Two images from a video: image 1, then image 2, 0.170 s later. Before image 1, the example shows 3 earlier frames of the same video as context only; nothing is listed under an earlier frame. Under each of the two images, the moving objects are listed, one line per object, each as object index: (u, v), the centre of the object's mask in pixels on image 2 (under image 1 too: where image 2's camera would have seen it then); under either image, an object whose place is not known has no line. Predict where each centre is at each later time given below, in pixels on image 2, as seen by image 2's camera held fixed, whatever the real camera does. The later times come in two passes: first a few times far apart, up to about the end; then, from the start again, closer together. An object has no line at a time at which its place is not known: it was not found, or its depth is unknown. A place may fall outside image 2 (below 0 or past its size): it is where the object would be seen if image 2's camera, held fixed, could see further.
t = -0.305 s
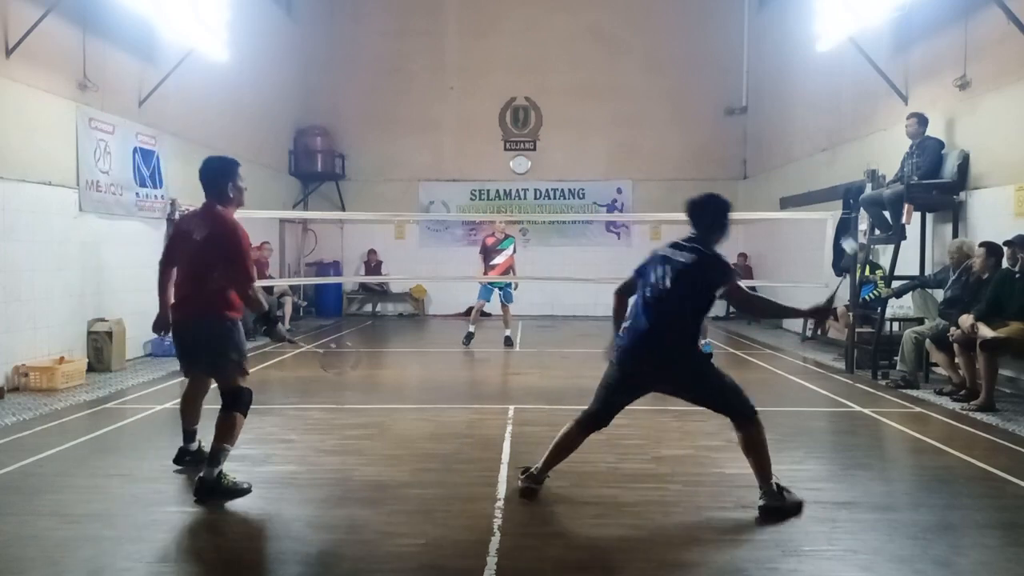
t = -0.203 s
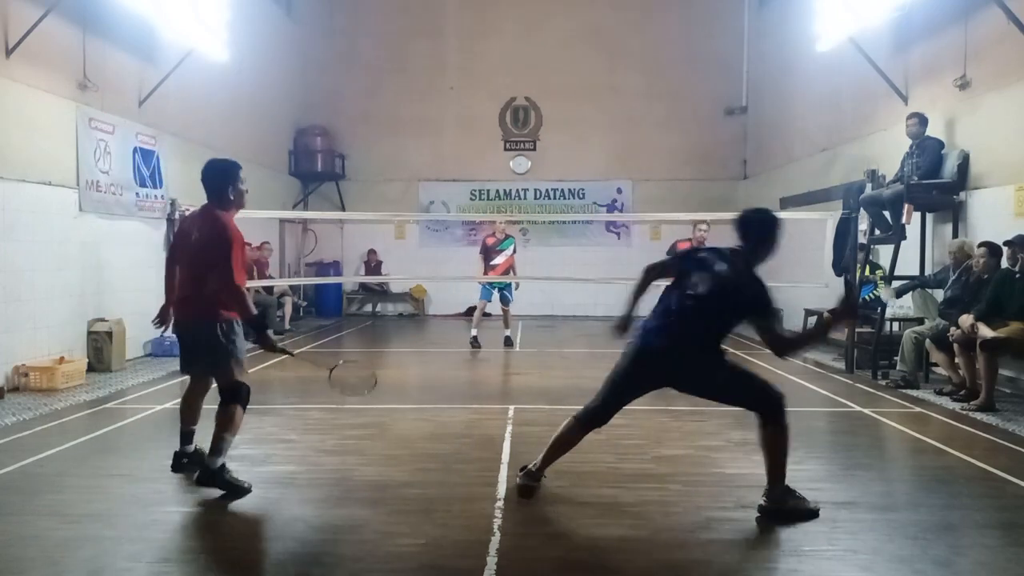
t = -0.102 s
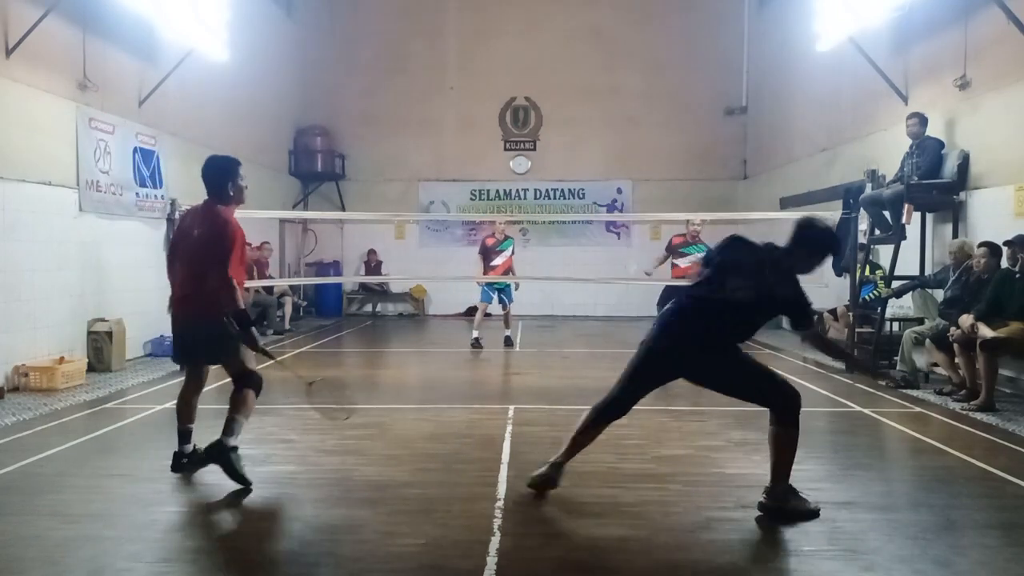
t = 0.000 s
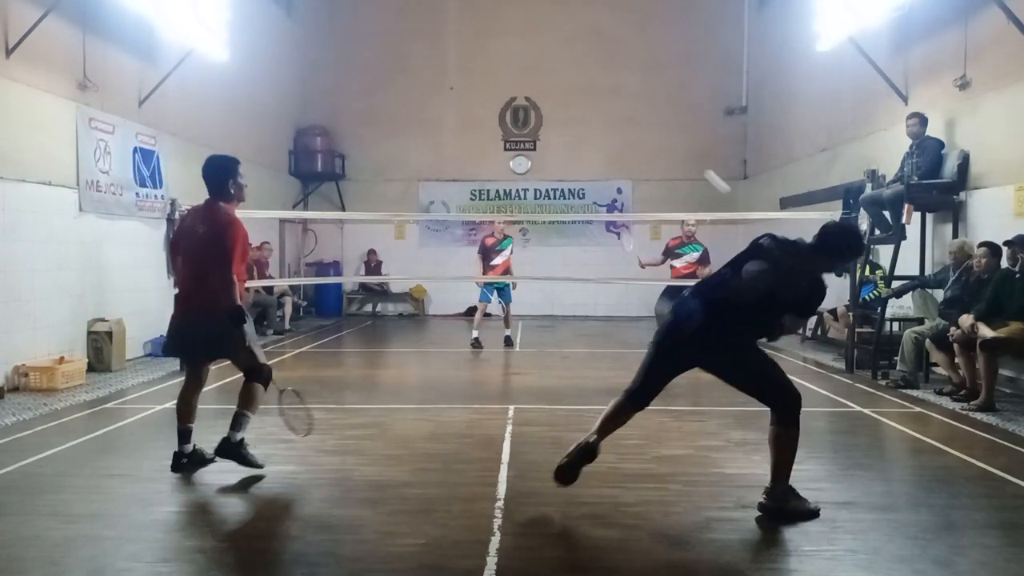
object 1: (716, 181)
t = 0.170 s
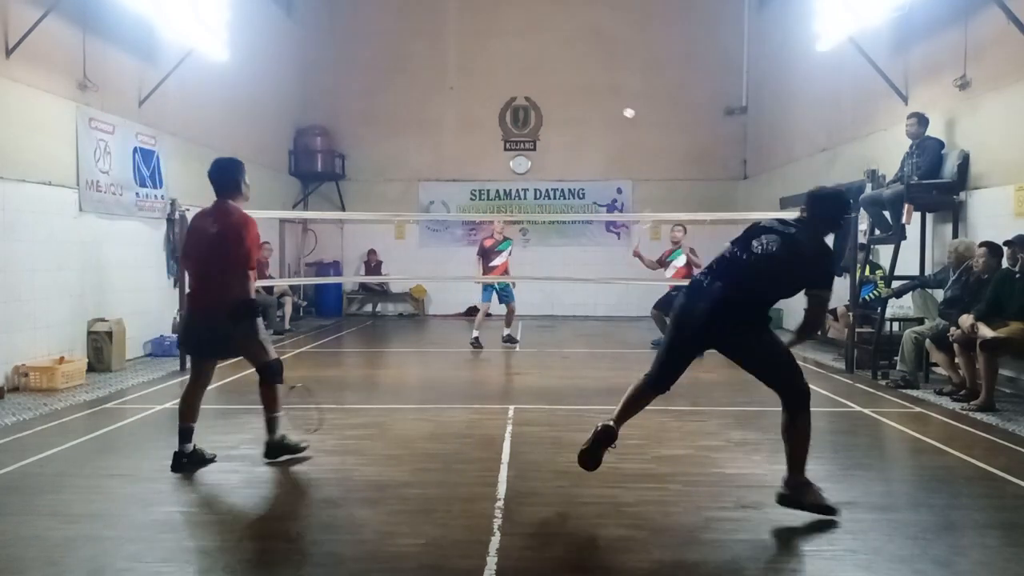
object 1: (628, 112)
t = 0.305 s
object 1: (600, 104)
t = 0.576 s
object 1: (568, 129)
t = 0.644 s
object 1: (564, 141)
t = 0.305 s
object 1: (600, 104)
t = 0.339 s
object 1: (595, 105)
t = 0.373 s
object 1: (590, 106)
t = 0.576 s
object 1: (568, 129)
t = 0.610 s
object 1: (566, 135)
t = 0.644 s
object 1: (564, 141)
